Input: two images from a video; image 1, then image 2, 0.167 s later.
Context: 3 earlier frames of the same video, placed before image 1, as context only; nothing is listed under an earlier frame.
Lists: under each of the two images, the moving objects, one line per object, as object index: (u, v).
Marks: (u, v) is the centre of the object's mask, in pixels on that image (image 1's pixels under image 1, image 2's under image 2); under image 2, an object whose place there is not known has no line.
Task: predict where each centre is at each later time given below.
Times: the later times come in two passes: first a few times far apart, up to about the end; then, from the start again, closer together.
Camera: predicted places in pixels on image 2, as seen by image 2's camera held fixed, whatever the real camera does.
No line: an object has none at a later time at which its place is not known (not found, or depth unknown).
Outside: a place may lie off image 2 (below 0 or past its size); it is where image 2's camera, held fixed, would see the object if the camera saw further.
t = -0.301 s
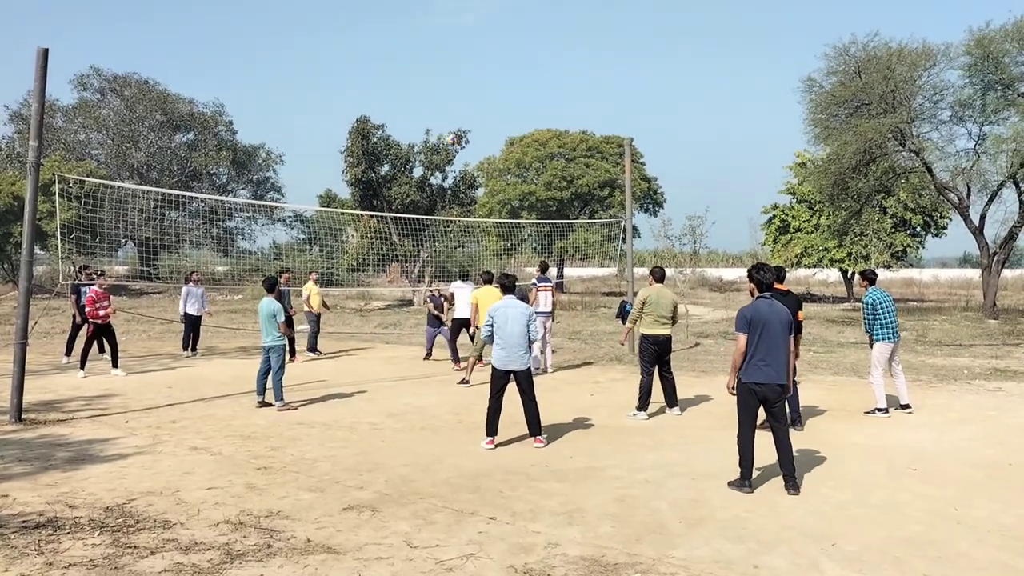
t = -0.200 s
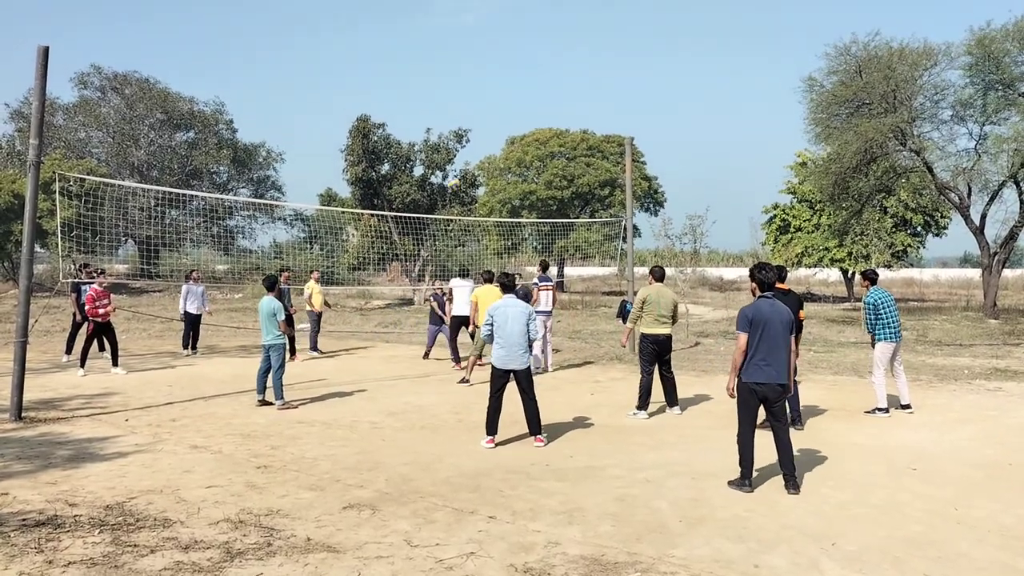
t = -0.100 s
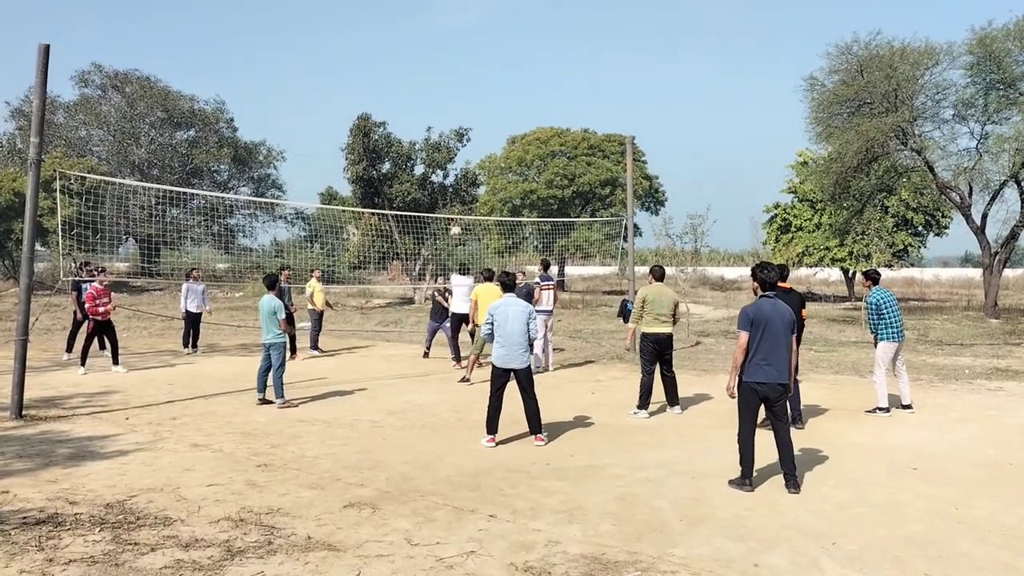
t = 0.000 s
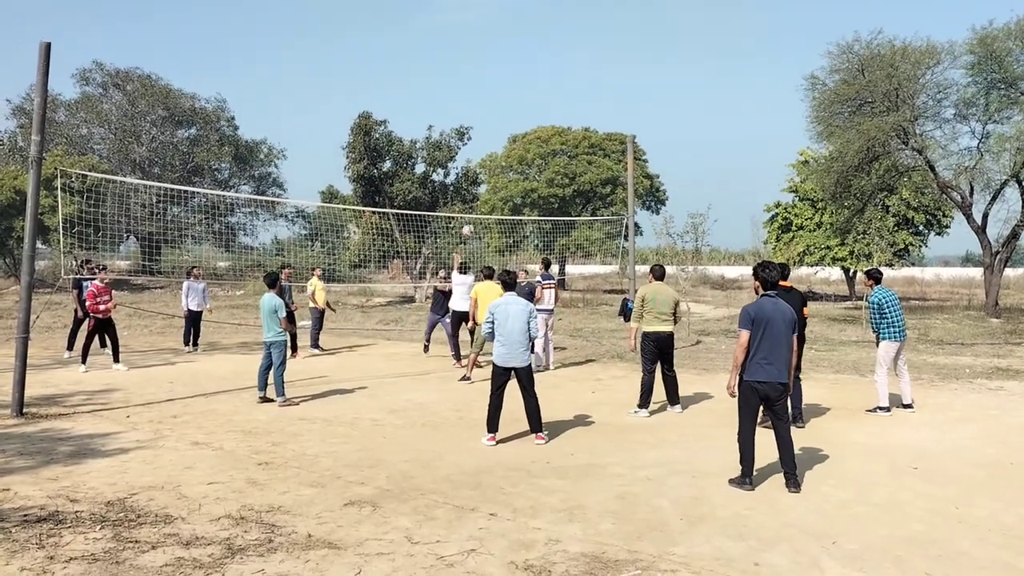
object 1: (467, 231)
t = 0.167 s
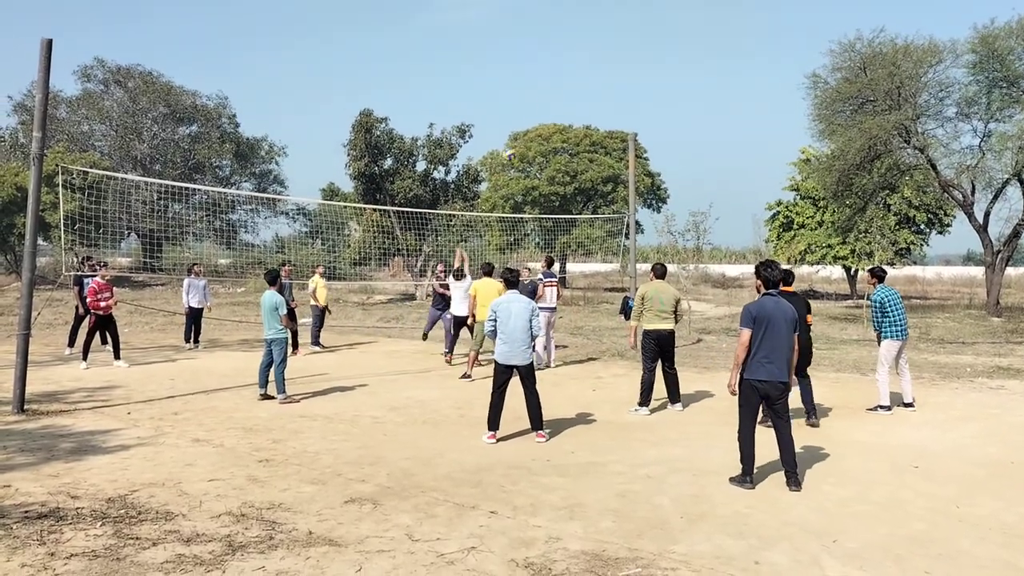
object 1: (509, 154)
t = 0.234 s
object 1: (525, 129)
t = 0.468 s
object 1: (593, 52)
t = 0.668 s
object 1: (660, 12)
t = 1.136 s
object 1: (855, 18)
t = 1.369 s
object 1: (973, 99)
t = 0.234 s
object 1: (525, 129)
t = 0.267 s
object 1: (535, 116)
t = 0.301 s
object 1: (544, 104)
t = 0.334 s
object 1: (554, 92)
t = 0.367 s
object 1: (563, 82)
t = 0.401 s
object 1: (573, 71)
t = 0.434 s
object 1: (583, 61)
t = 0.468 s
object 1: (593, 52)
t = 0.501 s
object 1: (604, 43)
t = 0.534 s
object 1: (615, 35)
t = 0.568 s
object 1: (626, 27)
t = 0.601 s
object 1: (637, 20)
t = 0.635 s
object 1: (648, 14)
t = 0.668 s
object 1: (660, 12)
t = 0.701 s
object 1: (673, 10)
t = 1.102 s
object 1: (838, 15)
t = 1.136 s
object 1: (855, 18)
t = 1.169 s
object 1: (869, 22)
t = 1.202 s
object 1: (885, 31)
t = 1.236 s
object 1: (902, 42)
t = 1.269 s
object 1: (920, 54)
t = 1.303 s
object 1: (937, 67)
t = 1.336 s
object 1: (955, 82)
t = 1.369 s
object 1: (973, 99)
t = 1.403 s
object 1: (991, 116)
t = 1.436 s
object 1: (1010, 137)
